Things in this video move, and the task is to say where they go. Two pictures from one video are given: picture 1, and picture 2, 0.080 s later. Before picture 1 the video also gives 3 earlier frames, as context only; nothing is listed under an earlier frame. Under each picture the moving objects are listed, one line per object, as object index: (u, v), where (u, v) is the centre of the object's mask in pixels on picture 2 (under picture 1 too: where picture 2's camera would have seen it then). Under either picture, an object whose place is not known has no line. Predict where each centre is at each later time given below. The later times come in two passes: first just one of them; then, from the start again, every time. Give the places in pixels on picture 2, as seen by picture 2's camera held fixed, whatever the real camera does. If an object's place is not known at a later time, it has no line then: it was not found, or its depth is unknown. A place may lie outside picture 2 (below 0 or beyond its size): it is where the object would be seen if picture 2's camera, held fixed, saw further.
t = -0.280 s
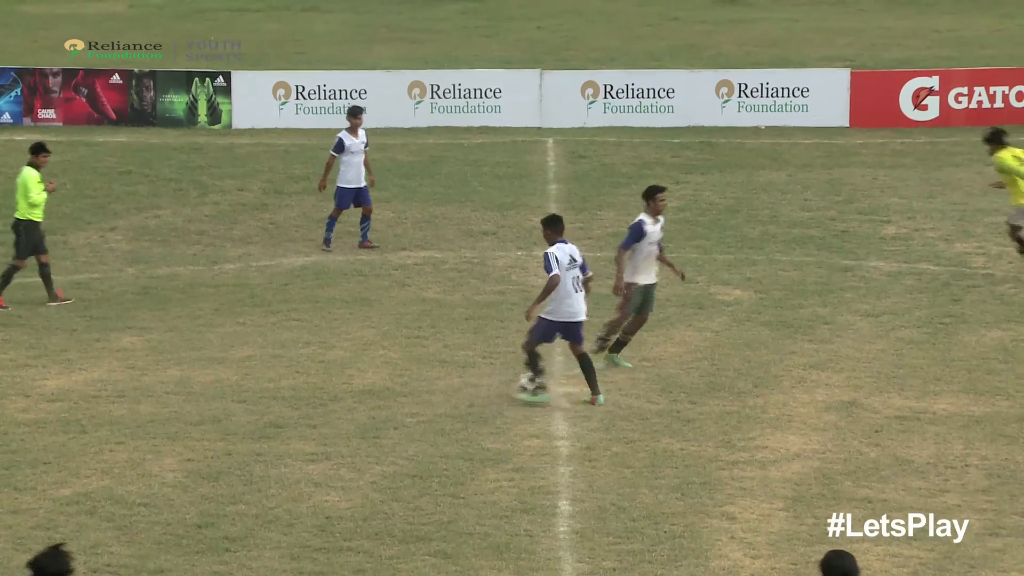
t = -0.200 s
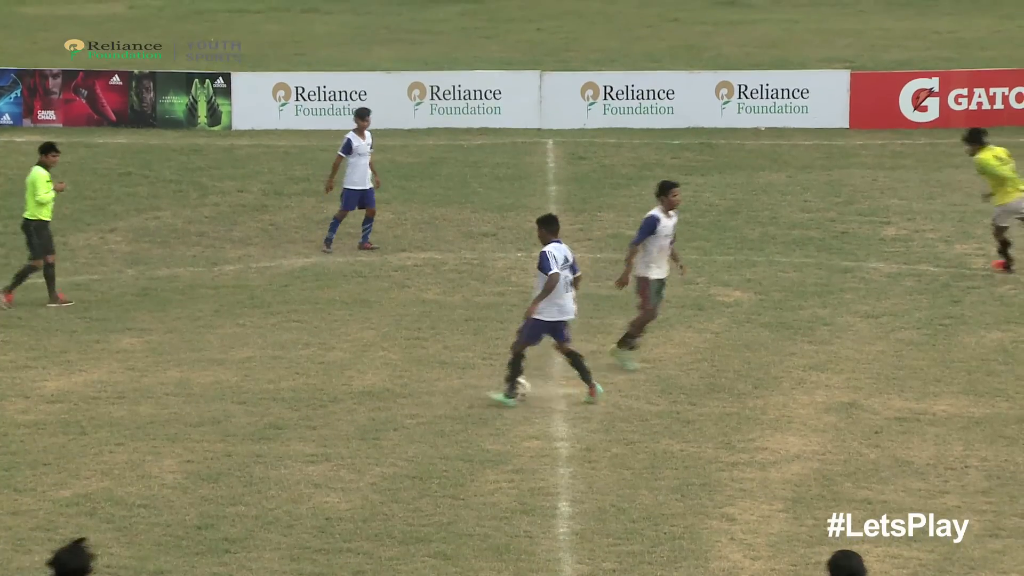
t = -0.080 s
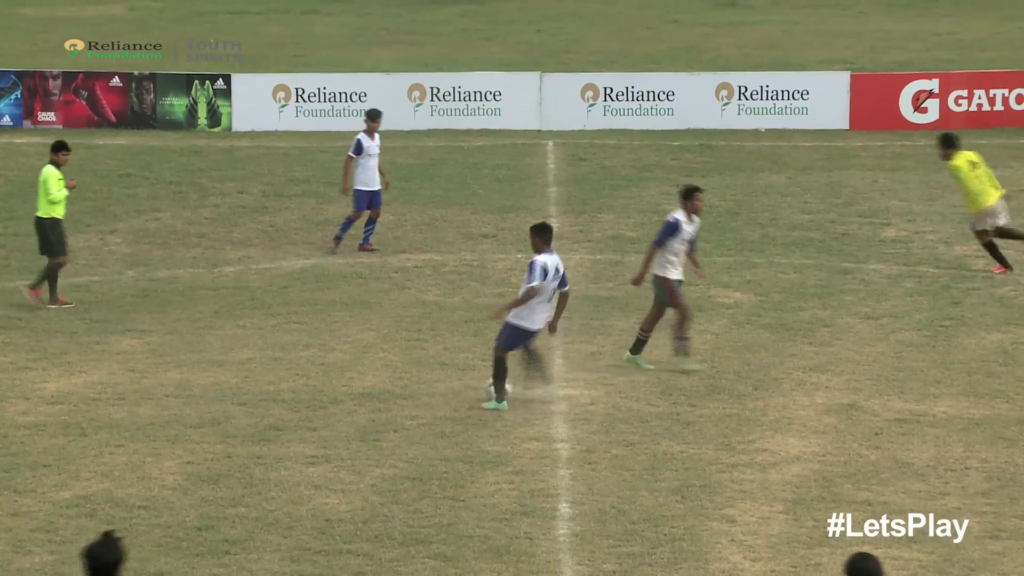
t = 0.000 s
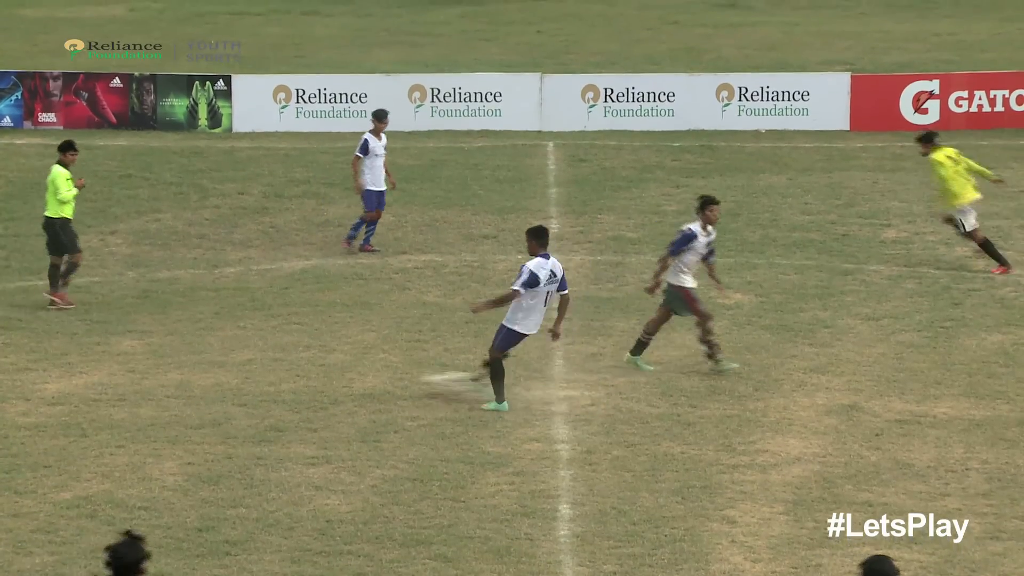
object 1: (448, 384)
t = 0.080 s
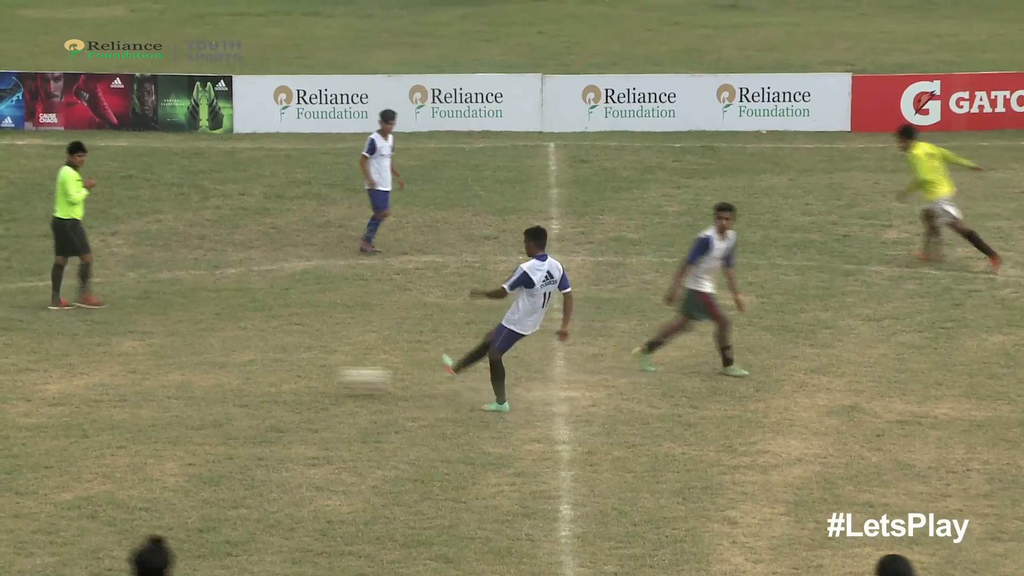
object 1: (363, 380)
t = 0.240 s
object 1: (201, 378)
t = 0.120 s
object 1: (319, 380)
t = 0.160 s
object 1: (278, 380)
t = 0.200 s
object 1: (236, 381)
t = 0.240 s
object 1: (201, 378)
